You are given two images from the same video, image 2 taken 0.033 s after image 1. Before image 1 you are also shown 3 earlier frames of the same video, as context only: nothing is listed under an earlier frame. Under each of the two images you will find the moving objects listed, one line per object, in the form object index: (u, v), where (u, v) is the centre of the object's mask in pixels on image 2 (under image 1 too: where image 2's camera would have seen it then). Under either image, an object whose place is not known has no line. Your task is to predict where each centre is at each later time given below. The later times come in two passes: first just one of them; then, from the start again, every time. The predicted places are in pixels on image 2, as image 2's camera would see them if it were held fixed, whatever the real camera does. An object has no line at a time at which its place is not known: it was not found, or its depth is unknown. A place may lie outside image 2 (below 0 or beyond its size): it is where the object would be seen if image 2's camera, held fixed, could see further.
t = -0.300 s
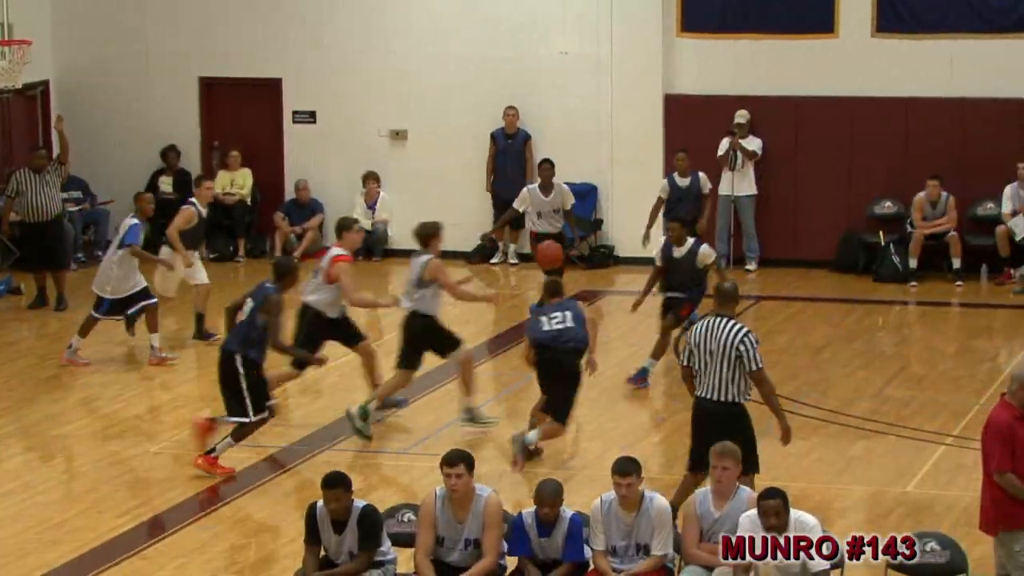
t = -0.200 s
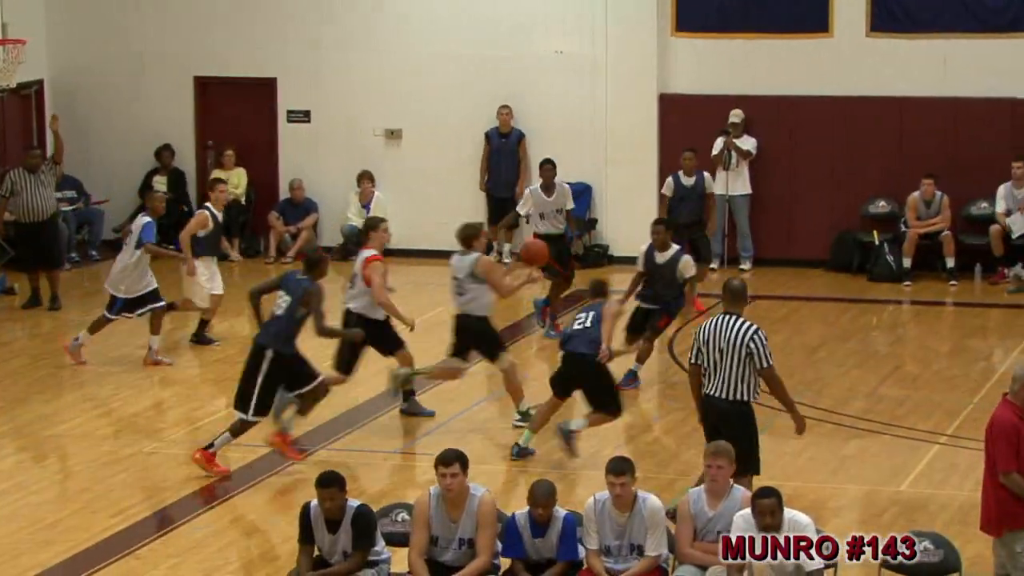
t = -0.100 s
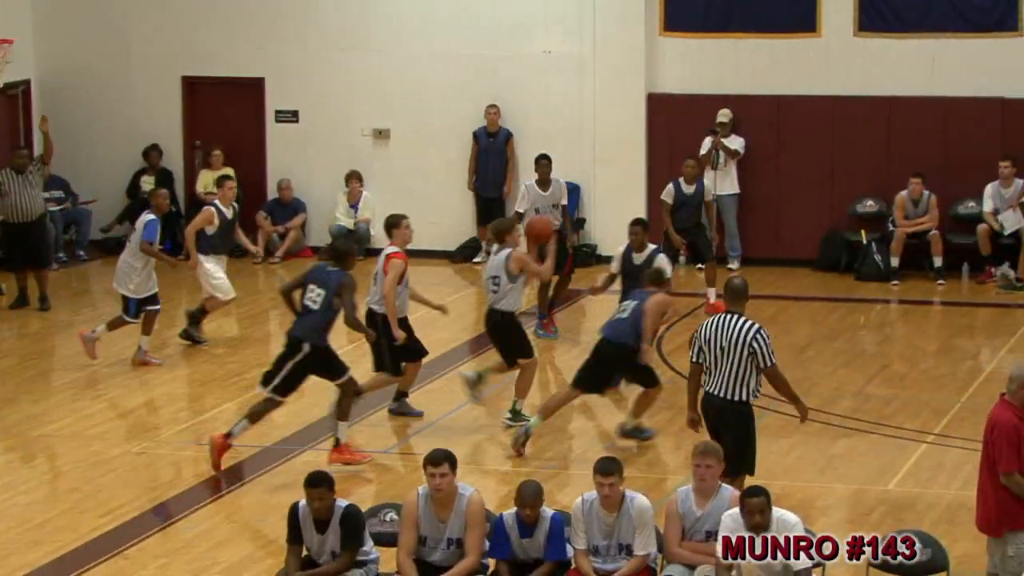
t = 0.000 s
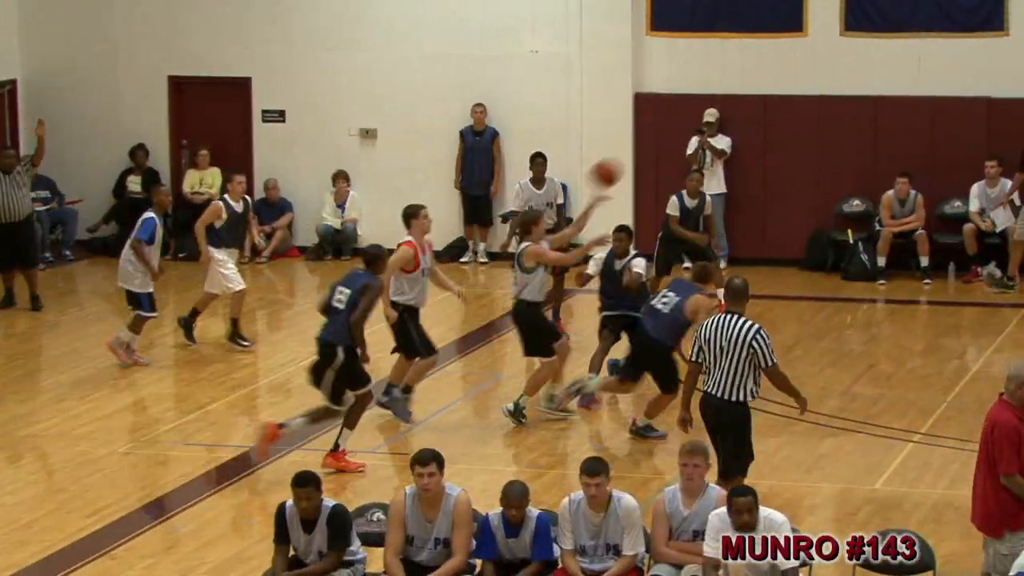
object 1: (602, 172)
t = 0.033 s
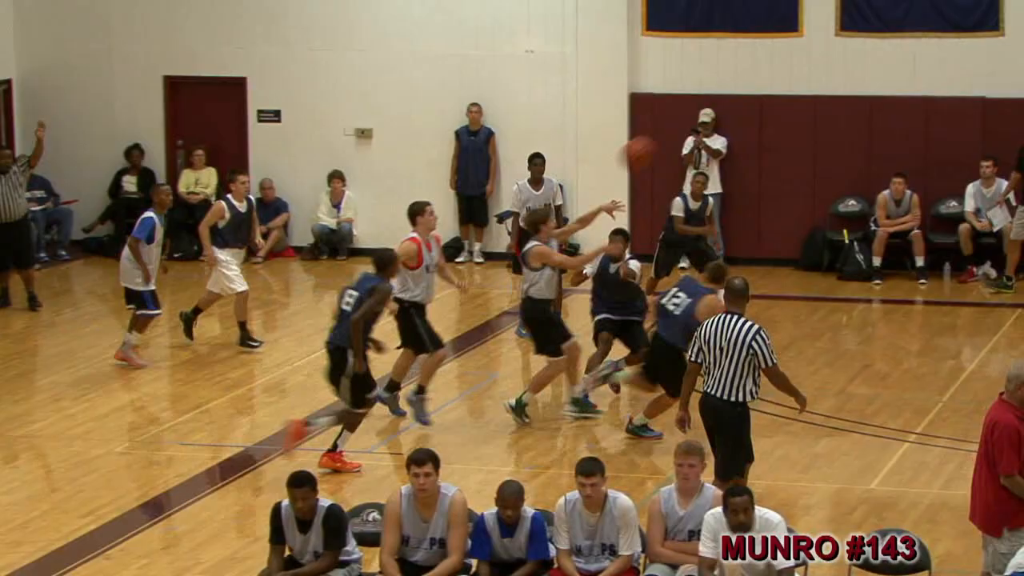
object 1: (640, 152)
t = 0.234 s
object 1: (858, 59)
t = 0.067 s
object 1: (673, 132)
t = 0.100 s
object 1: (709, 115)
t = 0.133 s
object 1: (746, 102)
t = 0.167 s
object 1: (784, 85)
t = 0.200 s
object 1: (821, 72)
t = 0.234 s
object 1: (858, 59)
